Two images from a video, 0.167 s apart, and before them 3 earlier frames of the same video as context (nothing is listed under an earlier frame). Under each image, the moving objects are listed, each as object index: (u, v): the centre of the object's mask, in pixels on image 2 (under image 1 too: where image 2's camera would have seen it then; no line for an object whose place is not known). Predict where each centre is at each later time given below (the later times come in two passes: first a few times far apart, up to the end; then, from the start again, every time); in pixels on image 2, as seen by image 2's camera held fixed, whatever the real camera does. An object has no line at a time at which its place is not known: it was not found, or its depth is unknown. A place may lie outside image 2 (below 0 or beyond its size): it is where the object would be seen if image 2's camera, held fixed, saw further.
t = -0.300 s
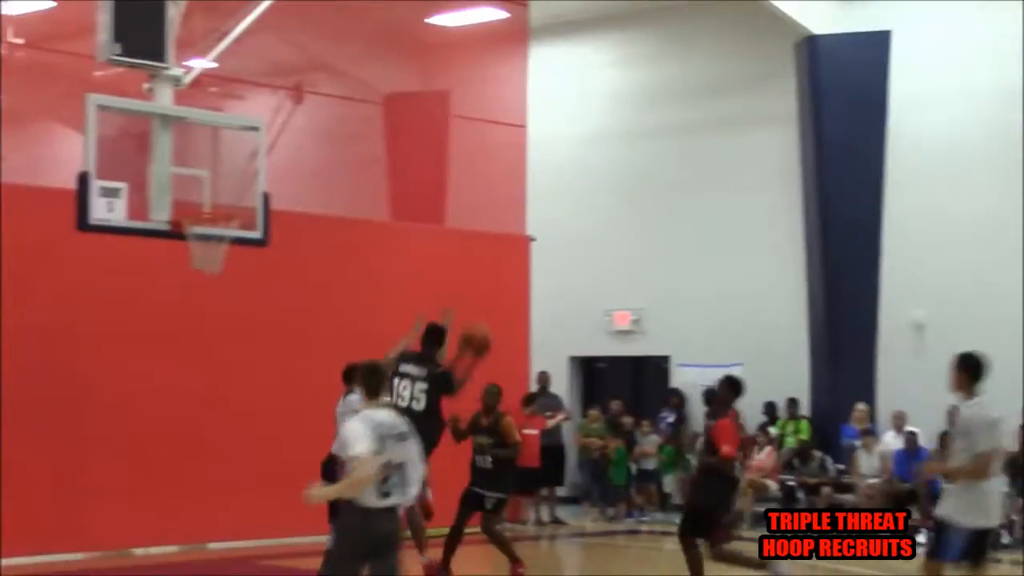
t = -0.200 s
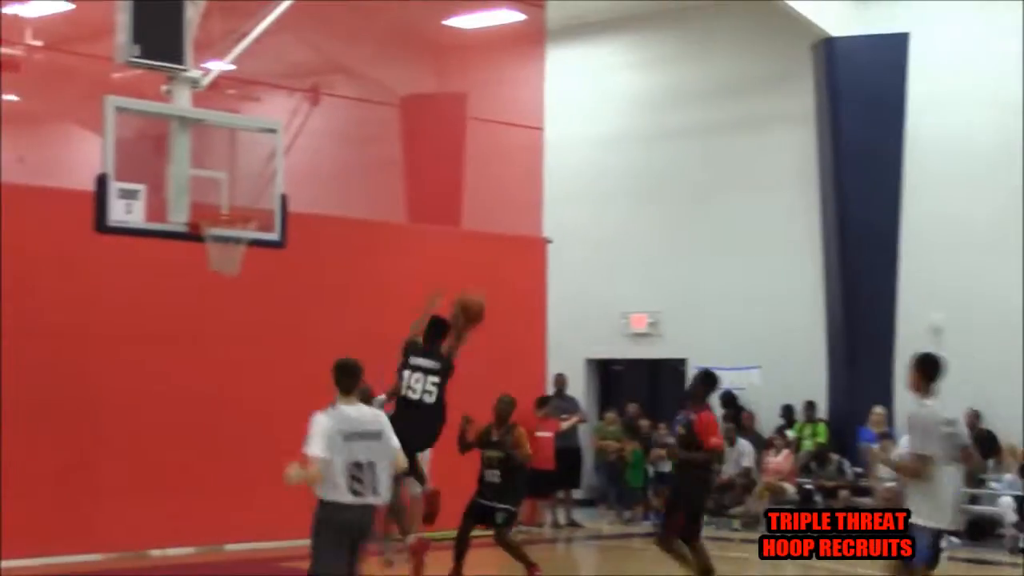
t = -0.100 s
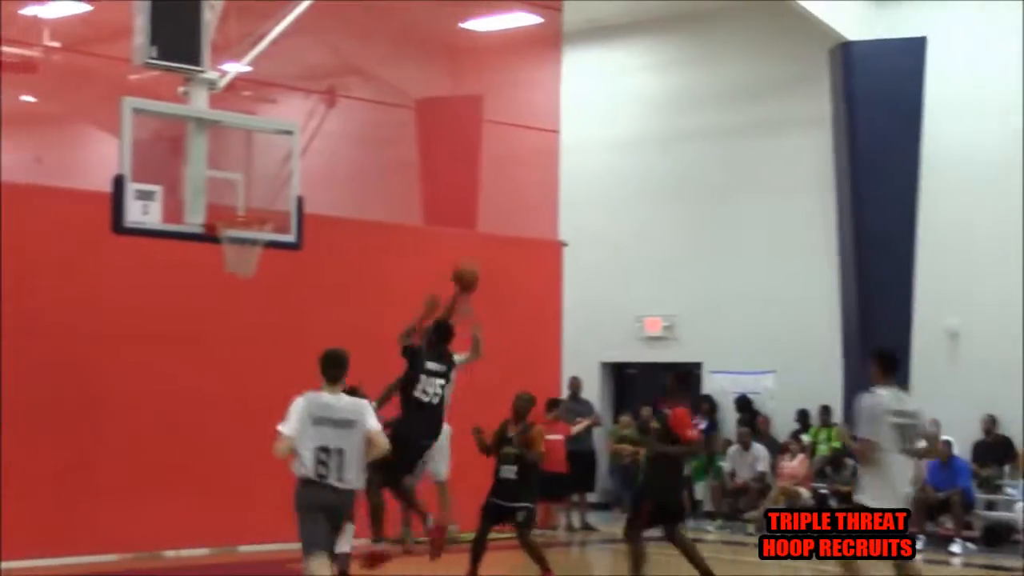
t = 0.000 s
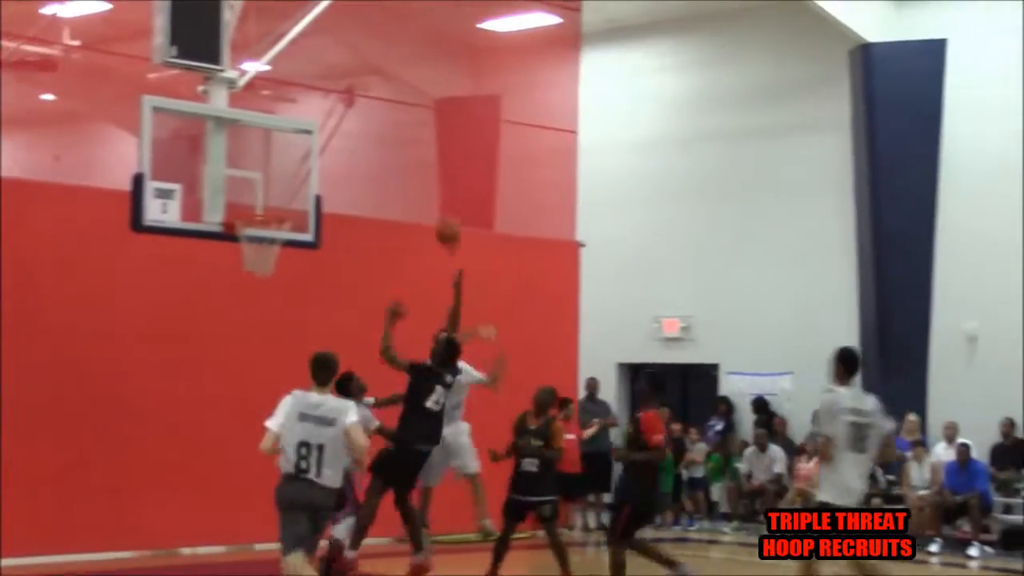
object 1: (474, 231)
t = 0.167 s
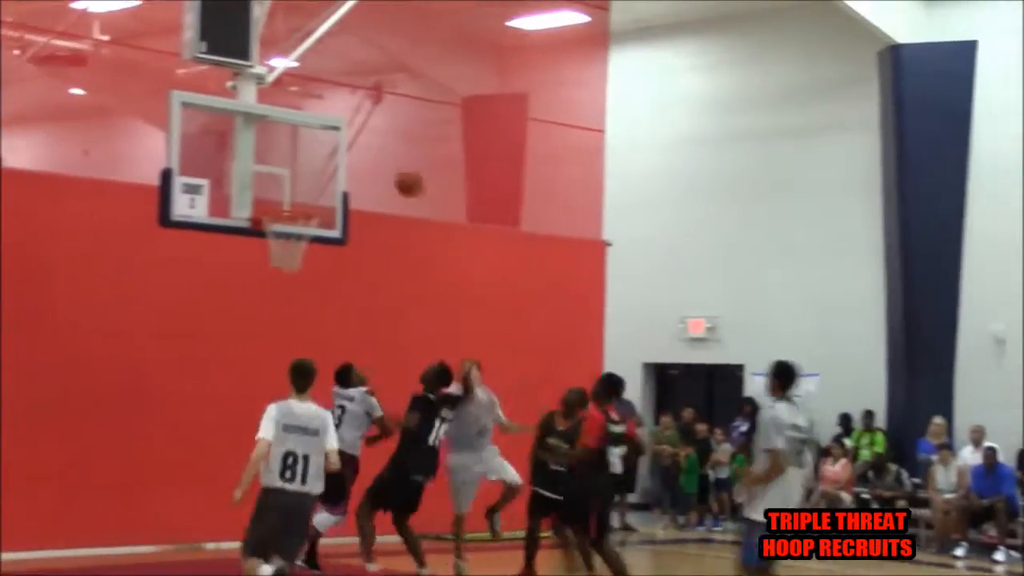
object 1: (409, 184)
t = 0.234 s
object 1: (383, 173)
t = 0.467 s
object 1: (292, 180)
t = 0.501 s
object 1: (280, 187)
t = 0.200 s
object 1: (395, 178)
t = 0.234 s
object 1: (383, 173)
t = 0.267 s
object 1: (370, 171)
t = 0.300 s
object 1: (357, 169)
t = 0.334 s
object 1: (344, 168)
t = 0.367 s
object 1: (331, 170)
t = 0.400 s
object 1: (319, 172)
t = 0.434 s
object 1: (305, 175)
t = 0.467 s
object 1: (292, 180)
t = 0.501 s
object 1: (280, 187)
